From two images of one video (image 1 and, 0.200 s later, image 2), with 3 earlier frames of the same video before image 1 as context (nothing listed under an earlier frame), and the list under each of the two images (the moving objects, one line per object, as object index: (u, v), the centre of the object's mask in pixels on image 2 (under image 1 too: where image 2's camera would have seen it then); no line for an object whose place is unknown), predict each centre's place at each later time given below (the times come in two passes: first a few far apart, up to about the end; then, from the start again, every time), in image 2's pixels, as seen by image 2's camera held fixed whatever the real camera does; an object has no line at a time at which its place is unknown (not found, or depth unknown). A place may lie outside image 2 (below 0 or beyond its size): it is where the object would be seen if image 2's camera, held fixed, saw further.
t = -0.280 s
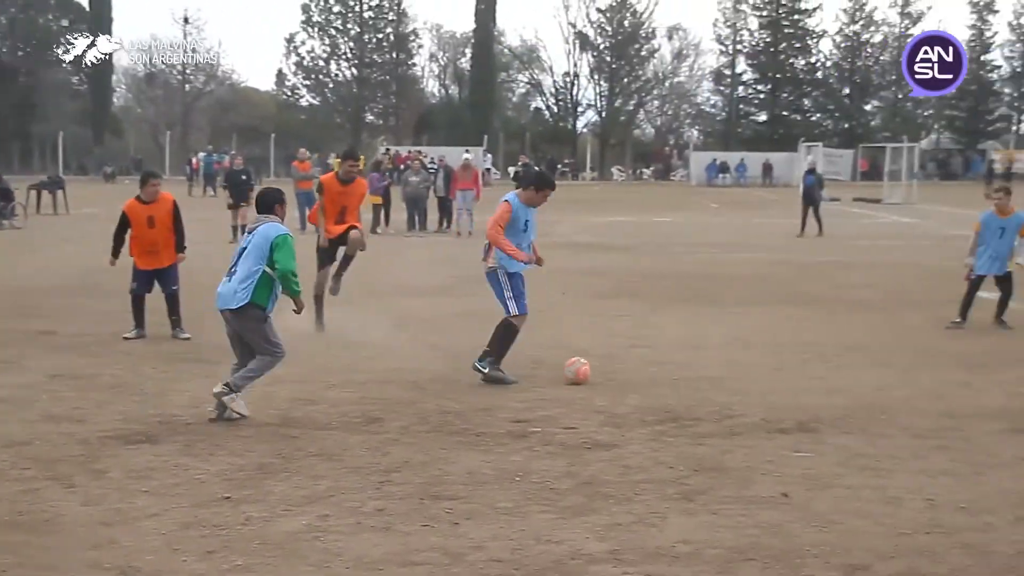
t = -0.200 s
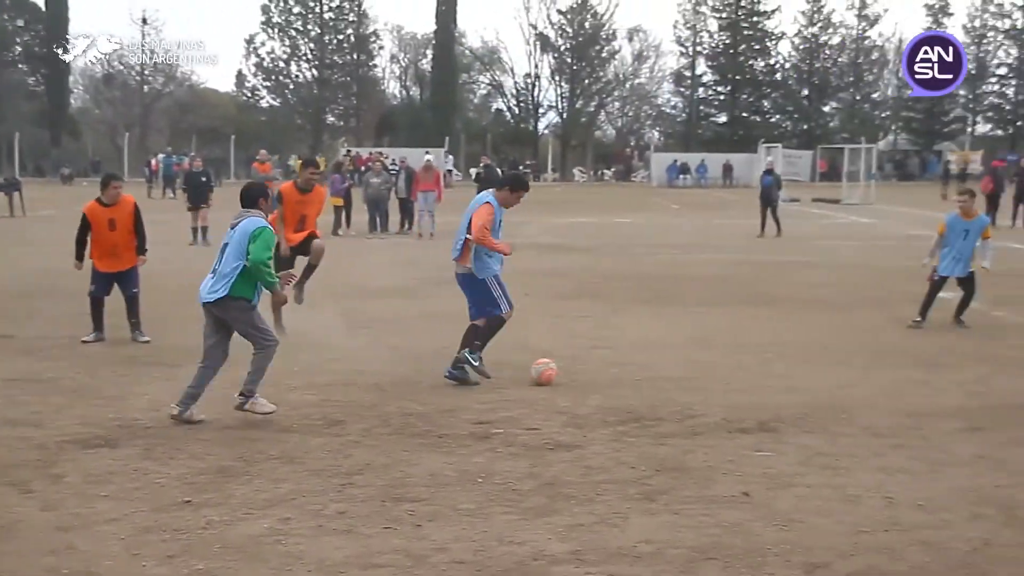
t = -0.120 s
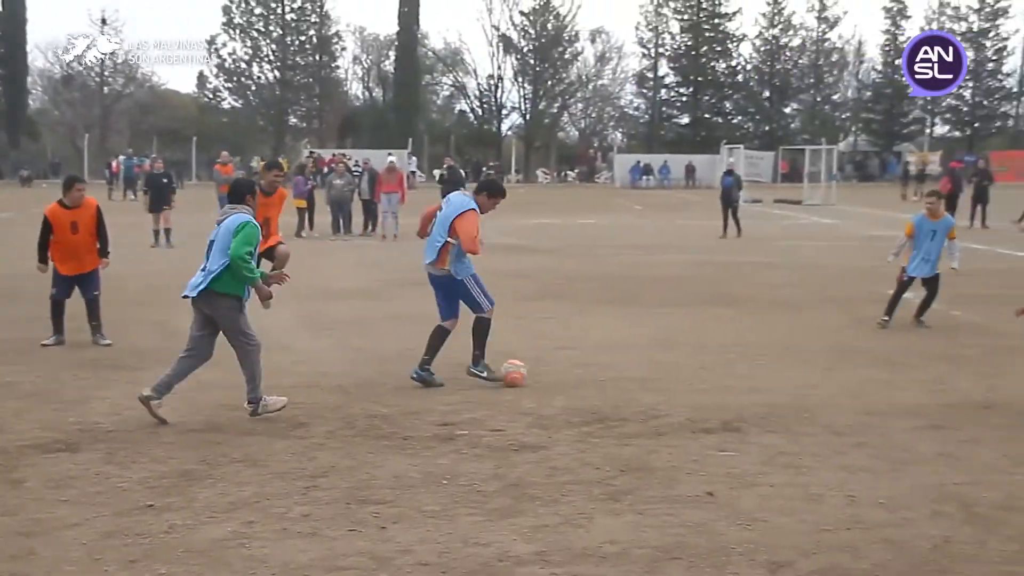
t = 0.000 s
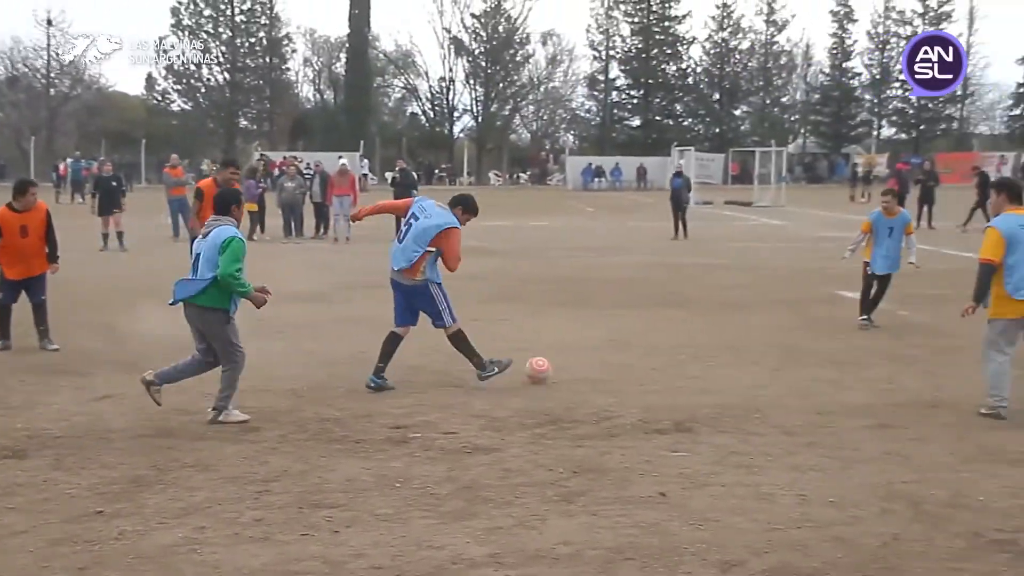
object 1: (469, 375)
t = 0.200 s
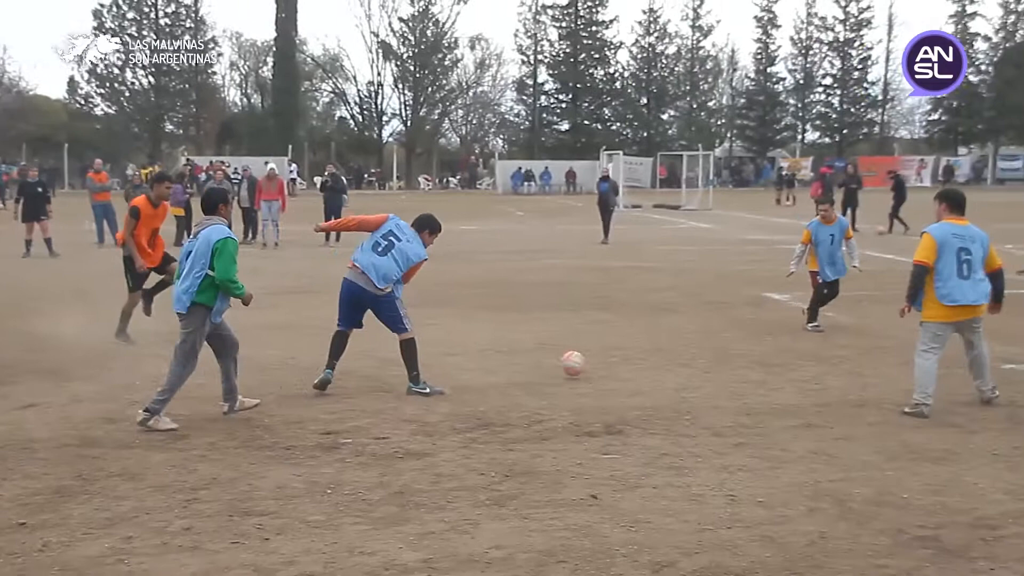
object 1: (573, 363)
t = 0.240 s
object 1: (590, 360)
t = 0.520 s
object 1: (687, 353)
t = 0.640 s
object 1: (717, 352)
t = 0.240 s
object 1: (590, 360)
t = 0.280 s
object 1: (607, 358)
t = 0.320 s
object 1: (623, 358)
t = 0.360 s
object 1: (640, 361)
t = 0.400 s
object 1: (653, 359)
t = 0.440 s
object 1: (665, 358)
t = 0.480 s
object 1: (676, 357)
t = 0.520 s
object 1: (687, 353)
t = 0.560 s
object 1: (697, 352)
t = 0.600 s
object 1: (707, 352)
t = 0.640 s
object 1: (717, 352)
